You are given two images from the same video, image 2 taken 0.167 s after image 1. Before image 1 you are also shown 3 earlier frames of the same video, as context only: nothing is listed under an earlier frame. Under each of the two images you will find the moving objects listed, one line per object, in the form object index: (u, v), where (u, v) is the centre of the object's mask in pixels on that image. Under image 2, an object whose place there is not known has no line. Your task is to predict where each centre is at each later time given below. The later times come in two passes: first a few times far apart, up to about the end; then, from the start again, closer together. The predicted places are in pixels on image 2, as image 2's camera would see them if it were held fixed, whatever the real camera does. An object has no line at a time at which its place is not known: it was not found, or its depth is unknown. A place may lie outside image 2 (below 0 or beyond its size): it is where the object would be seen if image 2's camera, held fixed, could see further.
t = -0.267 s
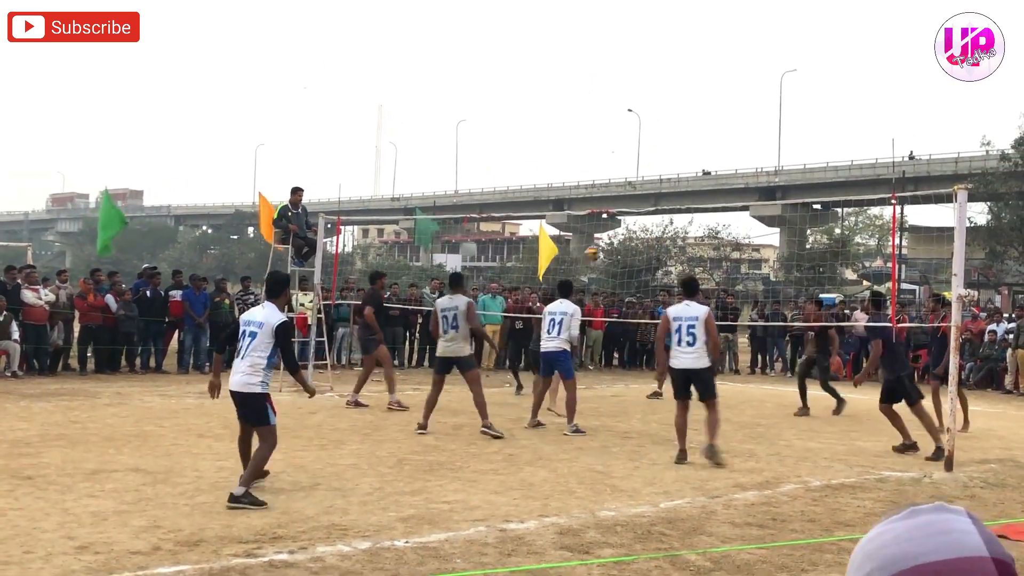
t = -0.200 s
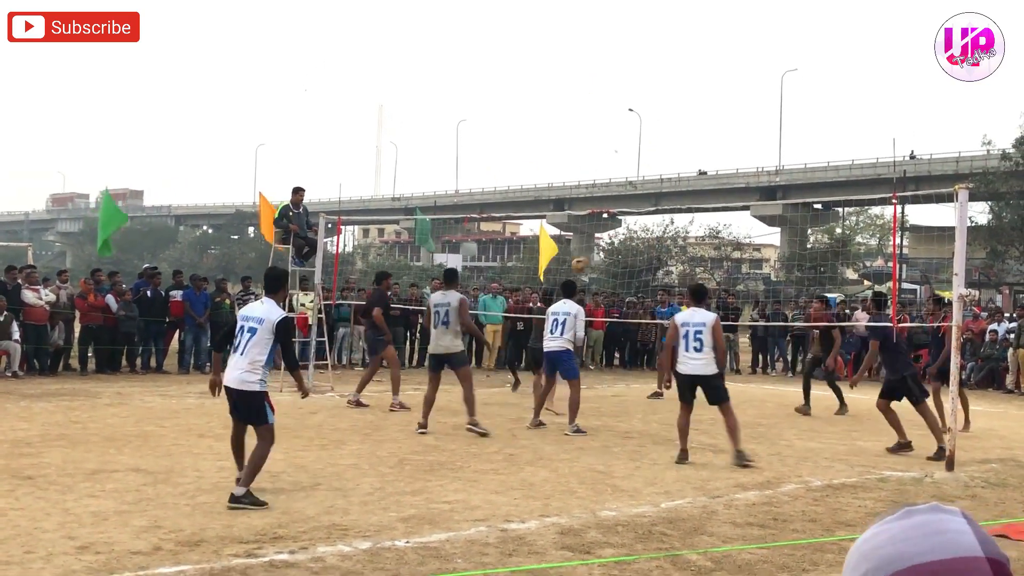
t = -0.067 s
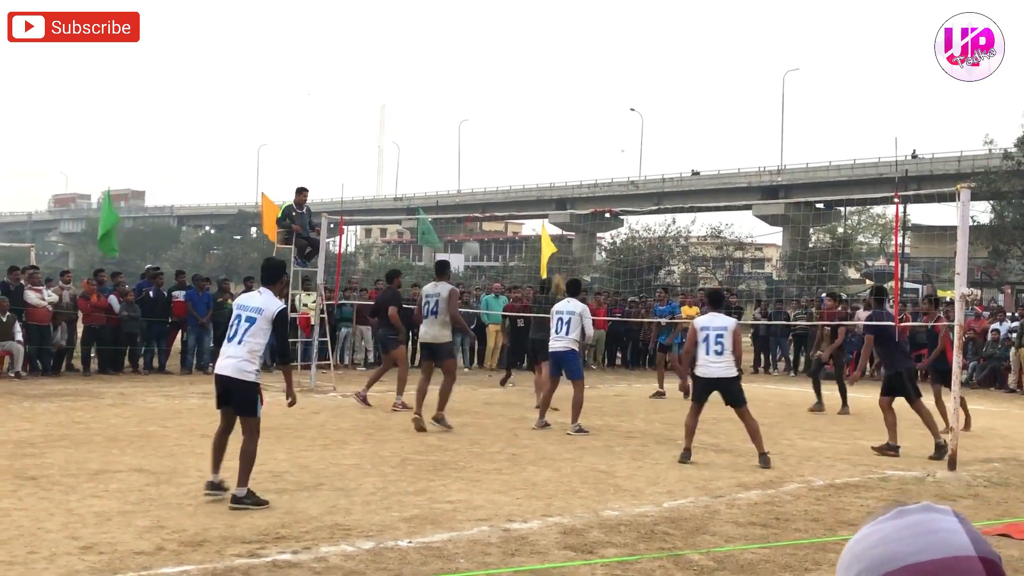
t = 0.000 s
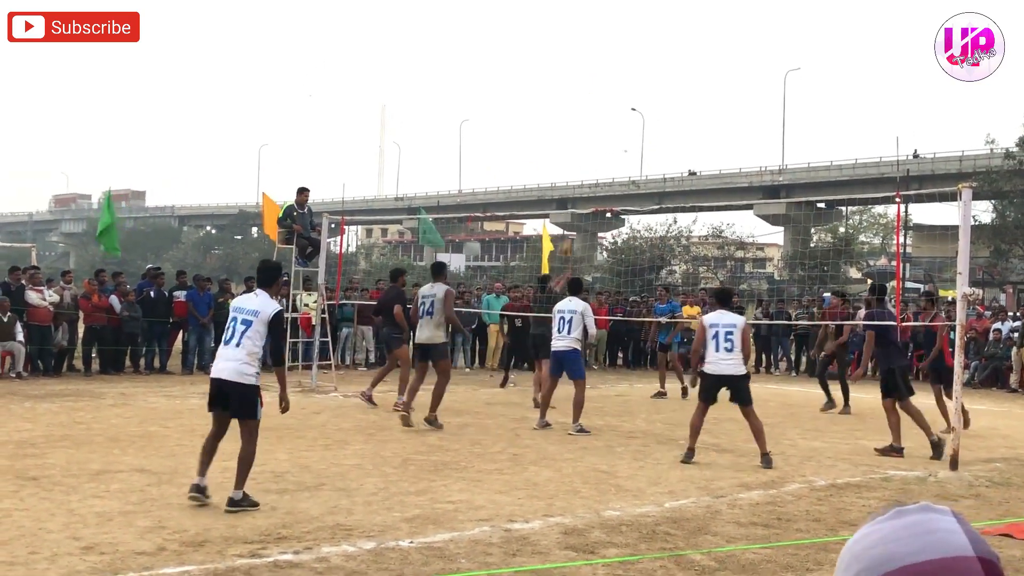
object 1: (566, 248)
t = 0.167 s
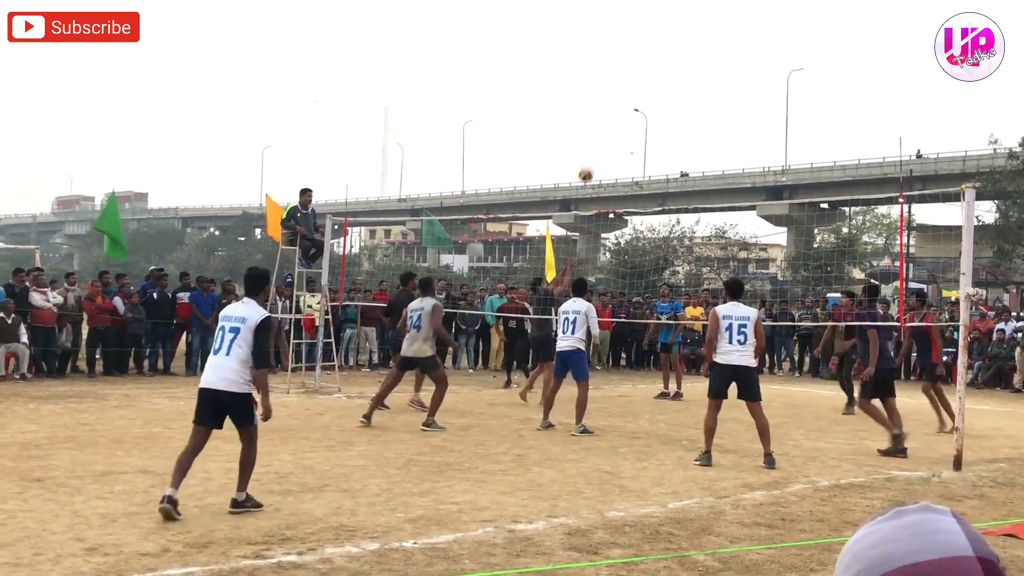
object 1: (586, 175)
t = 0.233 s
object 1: (592, 150)
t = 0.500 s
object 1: (617, 83)
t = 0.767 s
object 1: (641, 67)
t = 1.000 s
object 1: (660, 97)
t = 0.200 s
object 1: (589, 162)
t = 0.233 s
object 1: (592, 150)
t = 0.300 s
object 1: (598, 129)
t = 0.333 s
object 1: (601, 120)
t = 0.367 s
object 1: (604, 111)
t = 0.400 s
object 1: (607, 103)
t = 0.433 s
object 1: (610, 95)
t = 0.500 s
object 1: (617, 83)
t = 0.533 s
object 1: (620, 78)
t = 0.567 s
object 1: (623, 74)
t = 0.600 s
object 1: (626, 71)
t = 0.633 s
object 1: (628, 68)
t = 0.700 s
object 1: (634, 66)
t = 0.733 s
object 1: (638, 66)
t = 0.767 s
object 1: (641, 67)
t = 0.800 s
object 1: (644, 69)
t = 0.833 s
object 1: (647, 71)
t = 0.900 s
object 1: (652, 79)
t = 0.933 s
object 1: (655, 84)
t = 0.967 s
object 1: (657, 90)
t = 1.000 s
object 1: (660, 97)
